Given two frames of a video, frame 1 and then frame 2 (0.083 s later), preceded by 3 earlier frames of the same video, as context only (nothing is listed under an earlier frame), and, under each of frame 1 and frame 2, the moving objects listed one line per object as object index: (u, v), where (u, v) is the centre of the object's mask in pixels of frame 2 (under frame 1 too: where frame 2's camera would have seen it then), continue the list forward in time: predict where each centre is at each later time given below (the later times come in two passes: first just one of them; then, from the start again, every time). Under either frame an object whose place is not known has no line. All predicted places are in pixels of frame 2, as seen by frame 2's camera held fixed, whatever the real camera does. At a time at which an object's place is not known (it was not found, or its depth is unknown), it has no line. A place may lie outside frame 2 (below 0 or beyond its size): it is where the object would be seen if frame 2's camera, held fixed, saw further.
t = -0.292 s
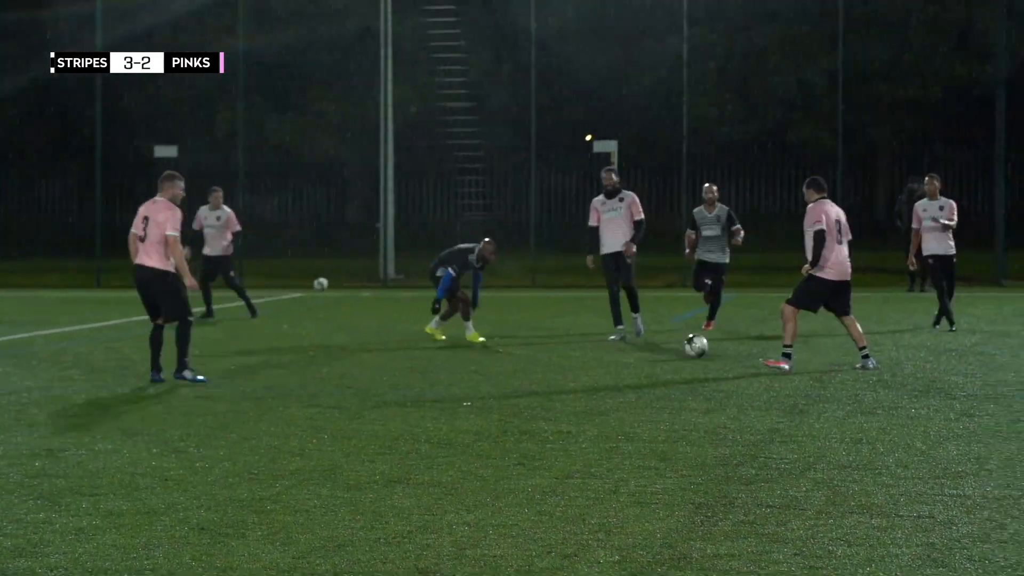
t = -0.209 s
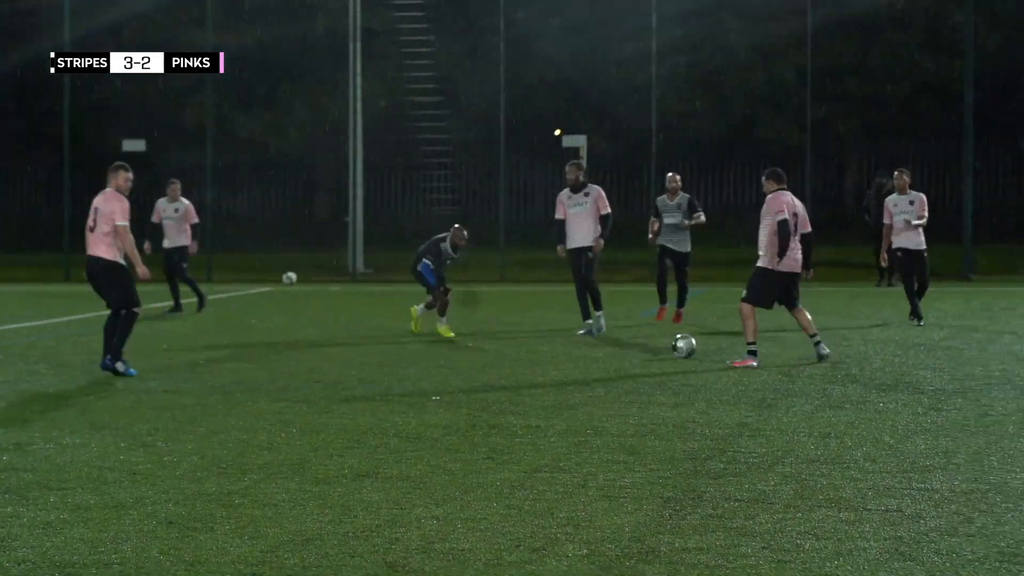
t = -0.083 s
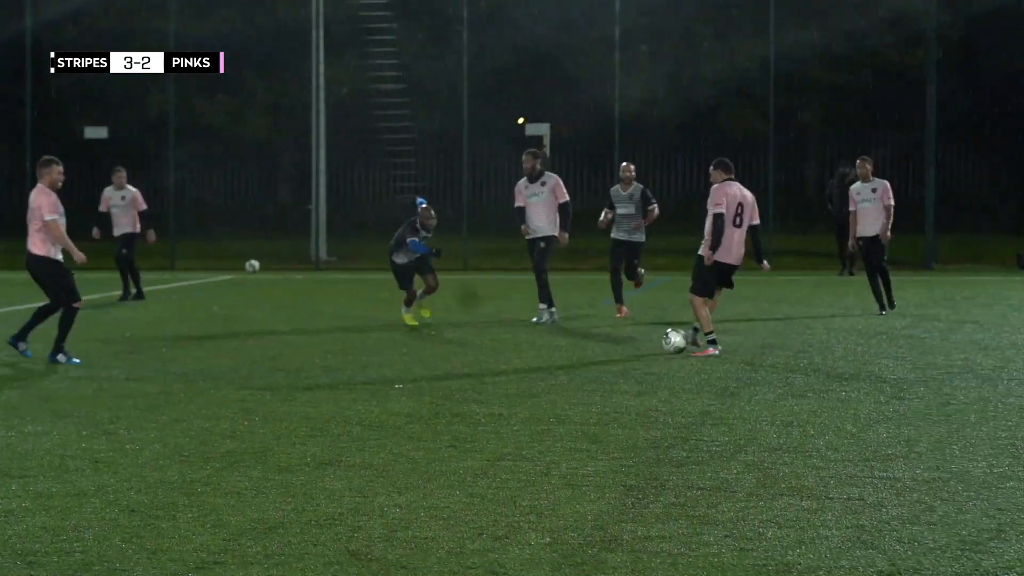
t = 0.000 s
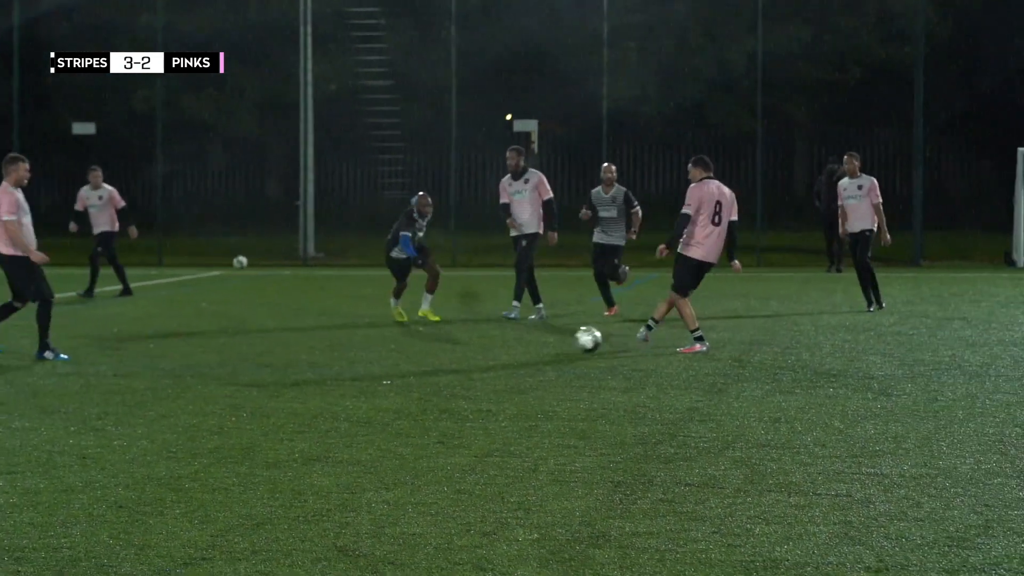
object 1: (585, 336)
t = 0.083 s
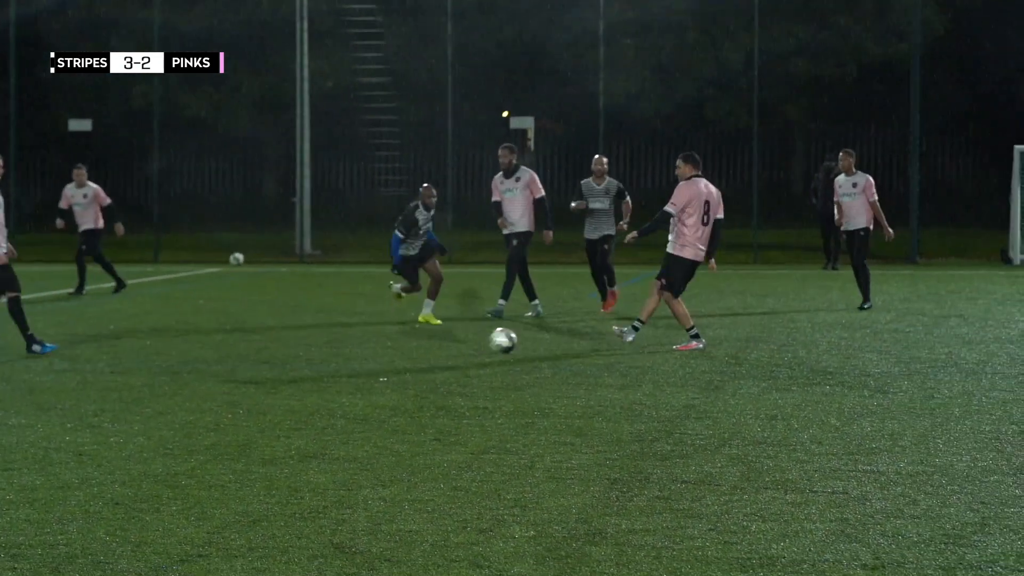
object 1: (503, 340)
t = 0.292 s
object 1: (306, 347)
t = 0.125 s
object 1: (463, 340)
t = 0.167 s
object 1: (424, 341)
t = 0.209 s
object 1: (384, 345)
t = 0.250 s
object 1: (345, 346)
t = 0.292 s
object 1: (306, 347)
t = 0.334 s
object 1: (271, 348)
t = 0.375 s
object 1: (235, 348)
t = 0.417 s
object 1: (199, 350)
